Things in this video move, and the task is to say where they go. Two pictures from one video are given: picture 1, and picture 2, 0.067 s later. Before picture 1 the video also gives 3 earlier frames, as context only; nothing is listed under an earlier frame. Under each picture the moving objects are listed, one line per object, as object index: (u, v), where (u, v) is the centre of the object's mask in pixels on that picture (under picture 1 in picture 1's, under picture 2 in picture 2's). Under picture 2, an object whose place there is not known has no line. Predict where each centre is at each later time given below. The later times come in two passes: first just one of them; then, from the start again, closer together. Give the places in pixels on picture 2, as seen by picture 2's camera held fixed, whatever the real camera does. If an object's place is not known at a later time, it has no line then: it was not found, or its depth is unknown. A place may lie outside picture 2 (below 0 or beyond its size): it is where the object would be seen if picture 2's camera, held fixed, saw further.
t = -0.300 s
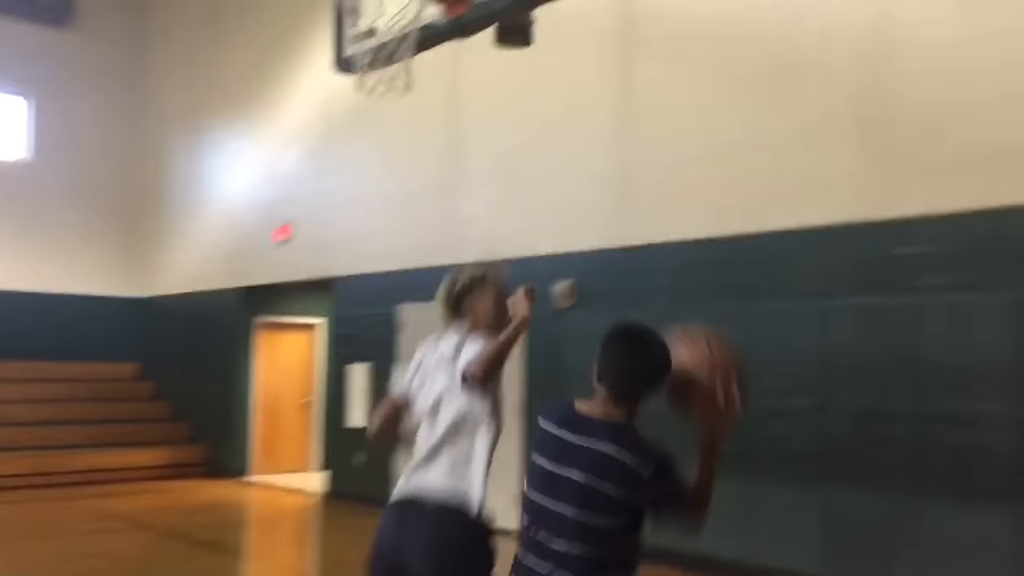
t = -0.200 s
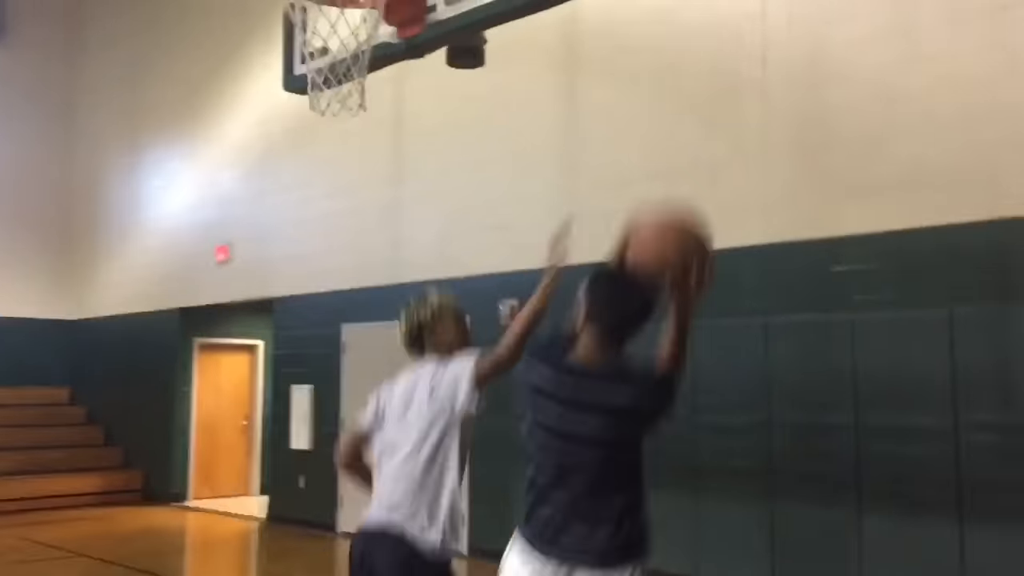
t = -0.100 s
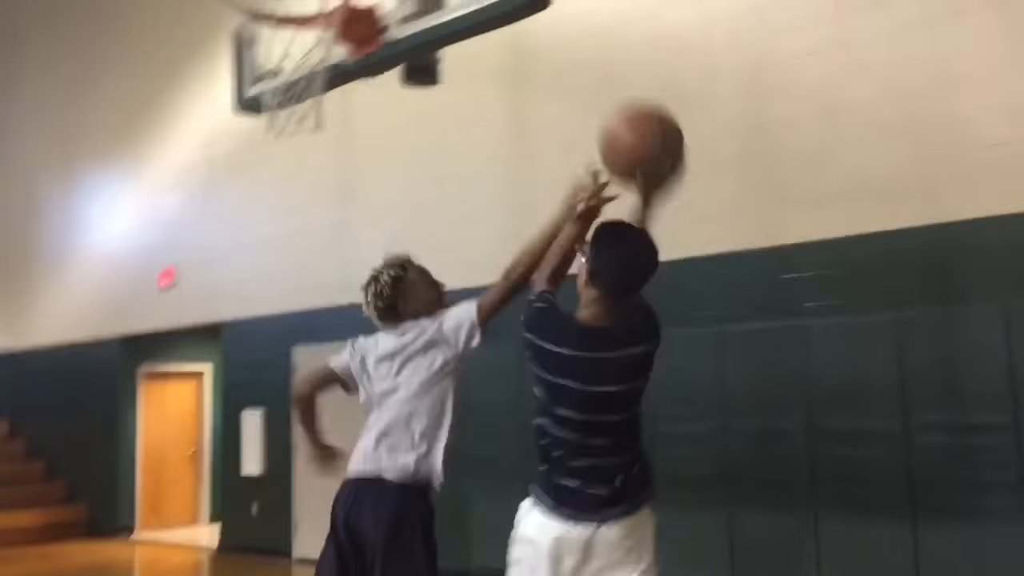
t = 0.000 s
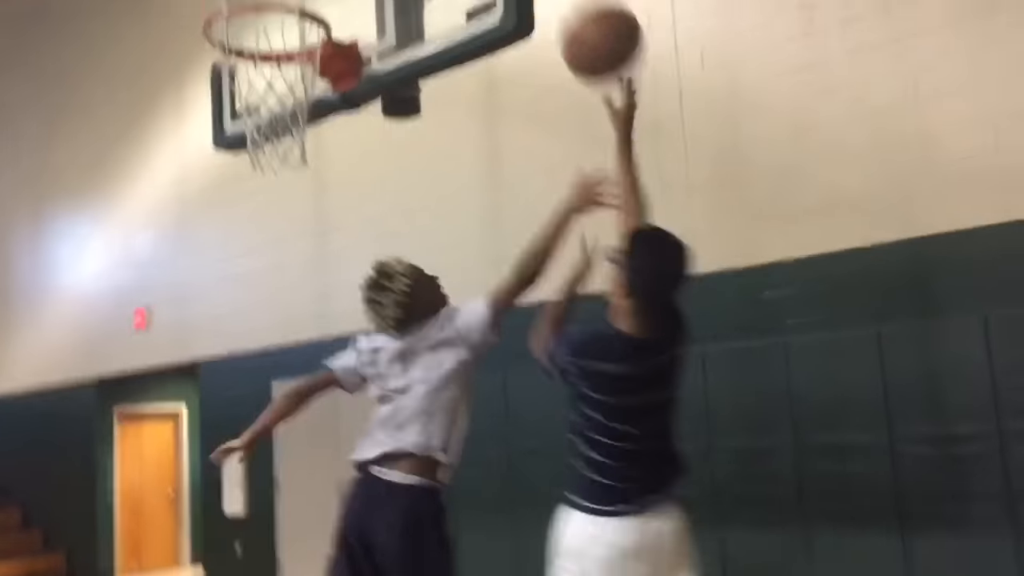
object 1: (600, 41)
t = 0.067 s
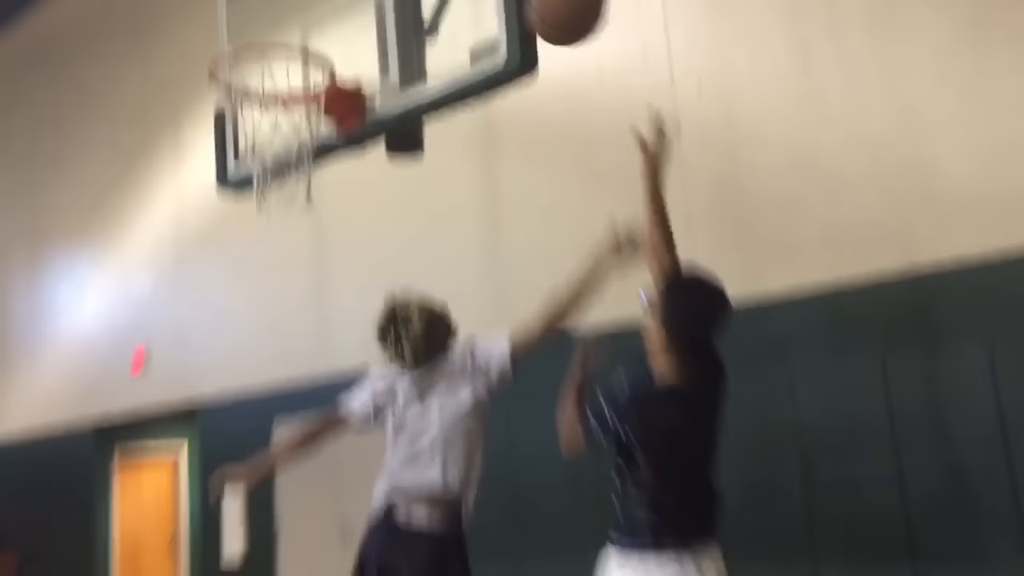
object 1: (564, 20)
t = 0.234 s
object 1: (493, -108)
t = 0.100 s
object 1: (548, -9)
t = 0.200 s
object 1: (506, -91)
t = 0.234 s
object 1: (493, -108)
